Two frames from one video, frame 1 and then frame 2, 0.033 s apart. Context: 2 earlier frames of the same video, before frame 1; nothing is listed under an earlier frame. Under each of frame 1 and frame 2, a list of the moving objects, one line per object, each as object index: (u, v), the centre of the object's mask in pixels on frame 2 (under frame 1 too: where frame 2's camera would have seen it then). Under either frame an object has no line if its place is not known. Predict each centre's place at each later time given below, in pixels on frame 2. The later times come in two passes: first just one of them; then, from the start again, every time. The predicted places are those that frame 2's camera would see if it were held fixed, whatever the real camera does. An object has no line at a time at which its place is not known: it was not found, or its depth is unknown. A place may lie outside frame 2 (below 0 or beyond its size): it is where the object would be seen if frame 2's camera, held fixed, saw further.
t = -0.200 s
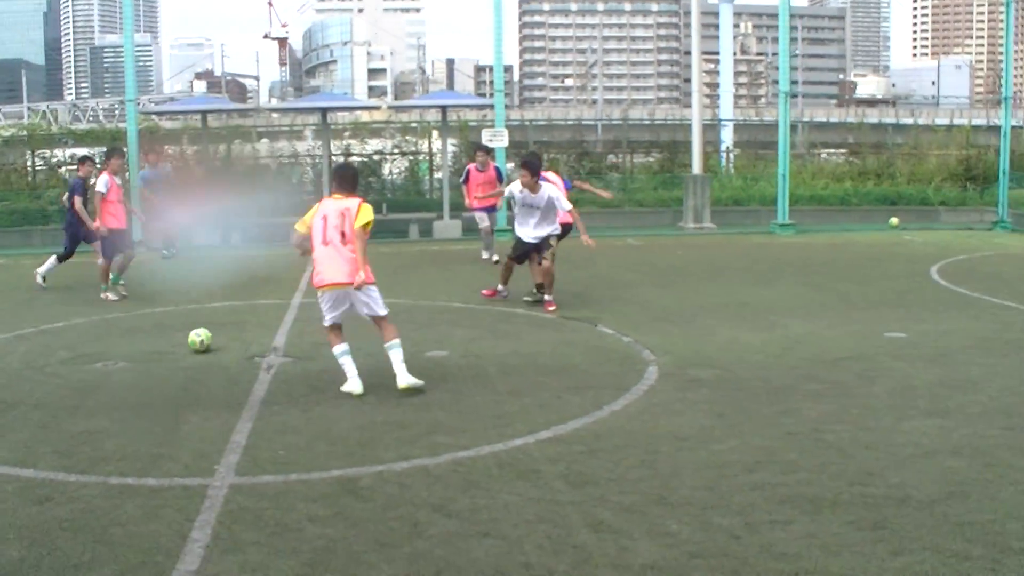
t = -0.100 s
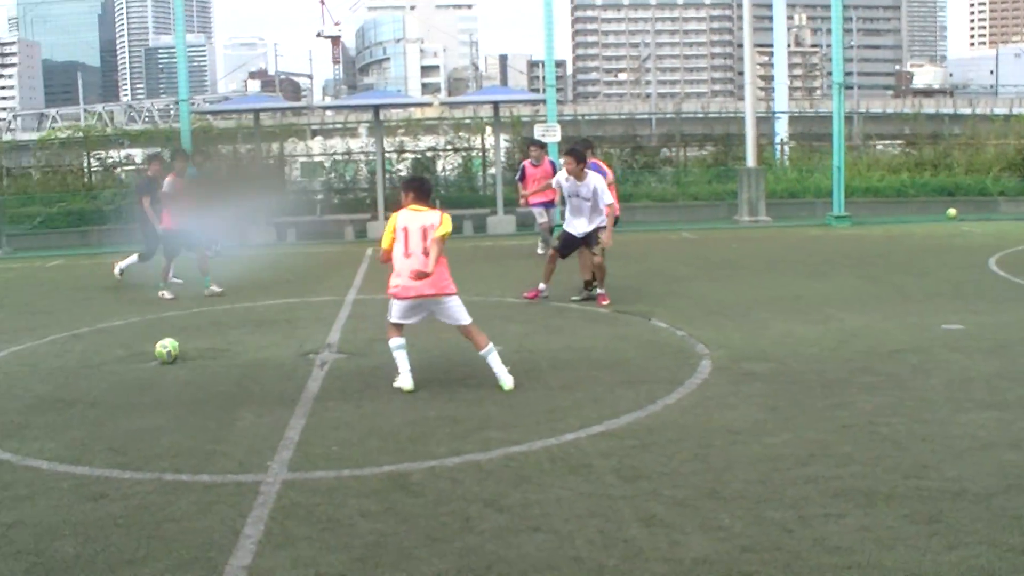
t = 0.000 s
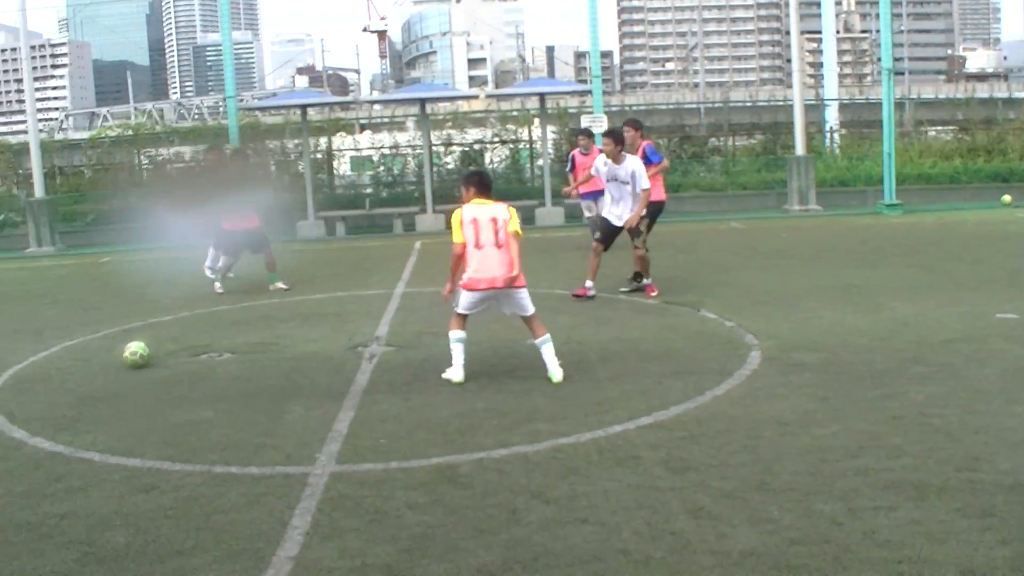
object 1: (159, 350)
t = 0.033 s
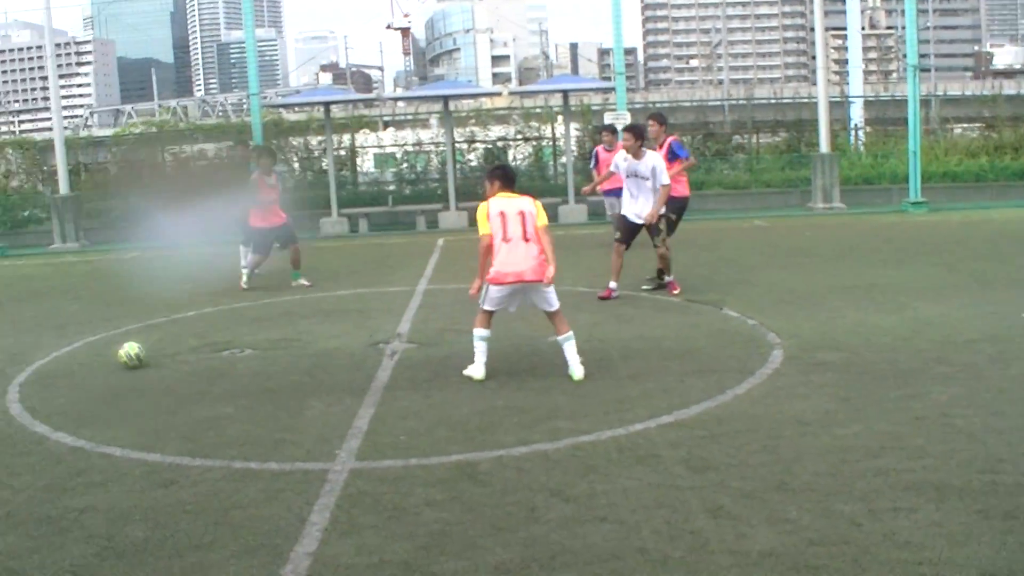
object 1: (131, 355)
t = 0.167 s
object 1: (21, 370)
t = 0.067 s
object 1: (104, 358)
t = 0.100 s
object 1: (76, 361)
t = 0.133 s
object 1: (50, 366)
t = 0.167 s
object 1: (21, 370)
